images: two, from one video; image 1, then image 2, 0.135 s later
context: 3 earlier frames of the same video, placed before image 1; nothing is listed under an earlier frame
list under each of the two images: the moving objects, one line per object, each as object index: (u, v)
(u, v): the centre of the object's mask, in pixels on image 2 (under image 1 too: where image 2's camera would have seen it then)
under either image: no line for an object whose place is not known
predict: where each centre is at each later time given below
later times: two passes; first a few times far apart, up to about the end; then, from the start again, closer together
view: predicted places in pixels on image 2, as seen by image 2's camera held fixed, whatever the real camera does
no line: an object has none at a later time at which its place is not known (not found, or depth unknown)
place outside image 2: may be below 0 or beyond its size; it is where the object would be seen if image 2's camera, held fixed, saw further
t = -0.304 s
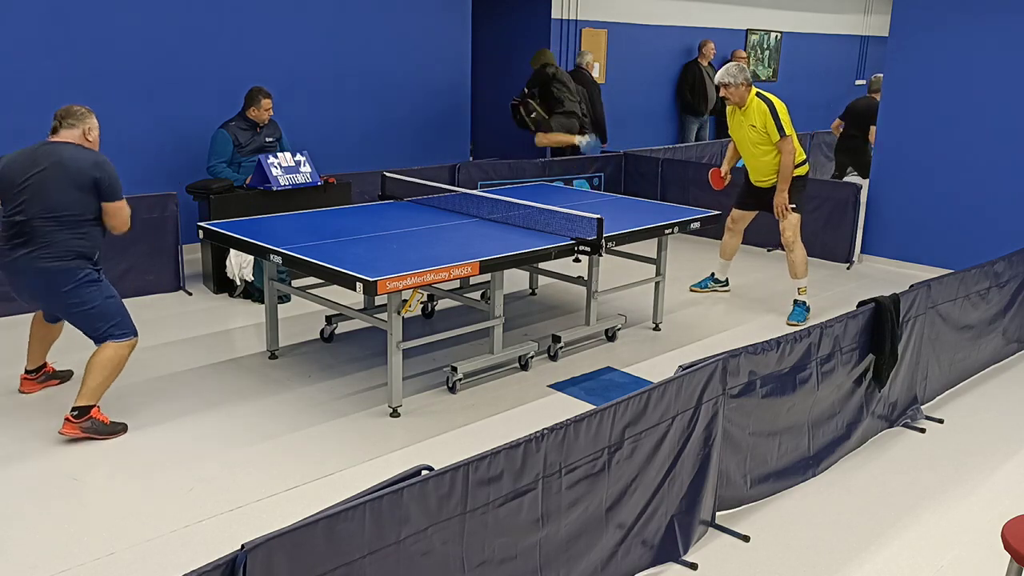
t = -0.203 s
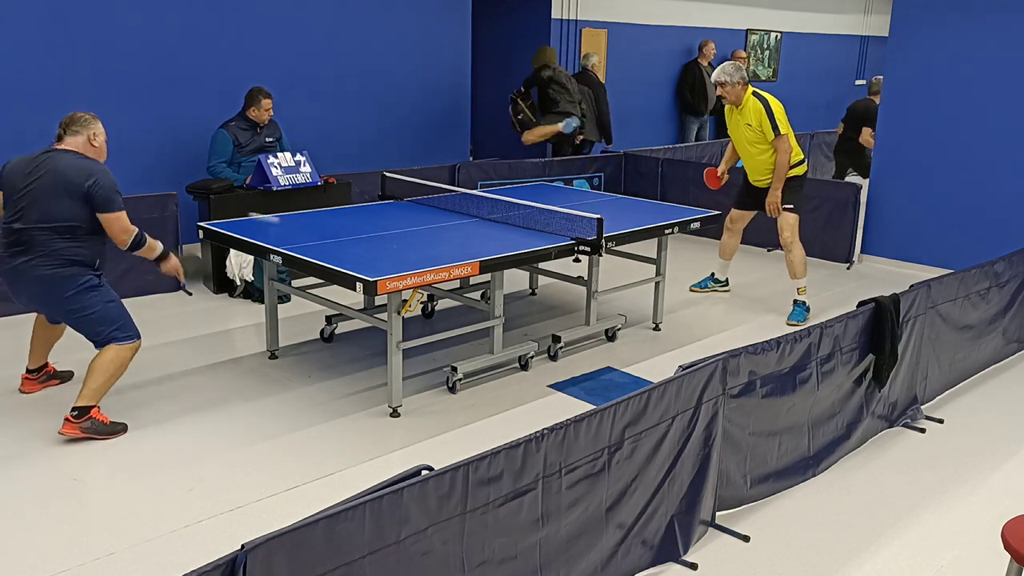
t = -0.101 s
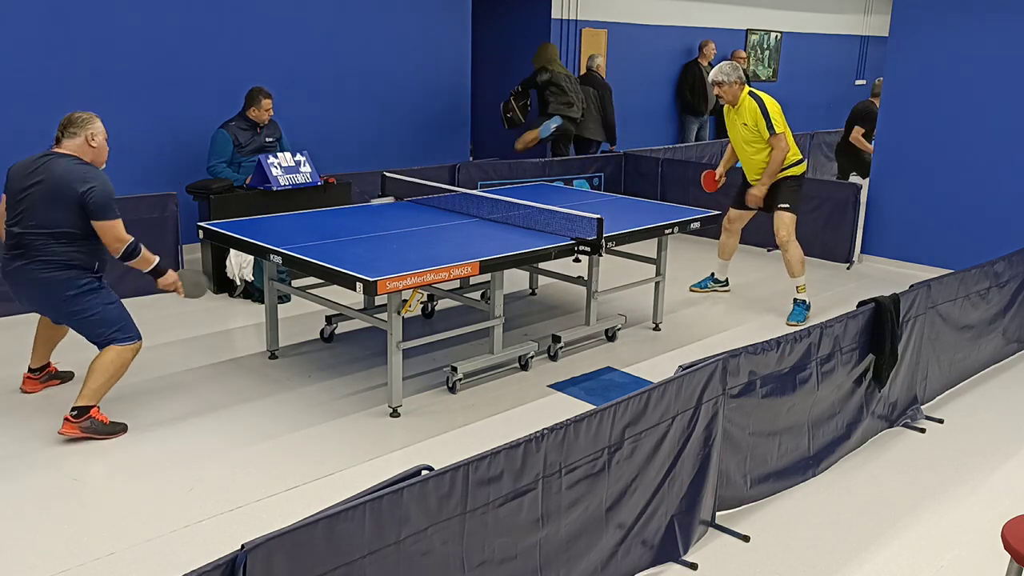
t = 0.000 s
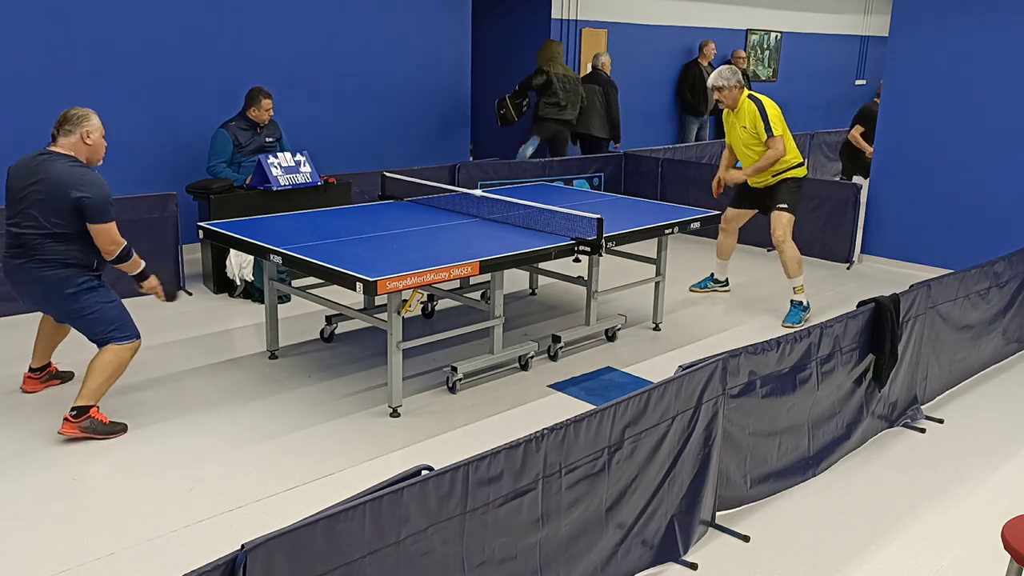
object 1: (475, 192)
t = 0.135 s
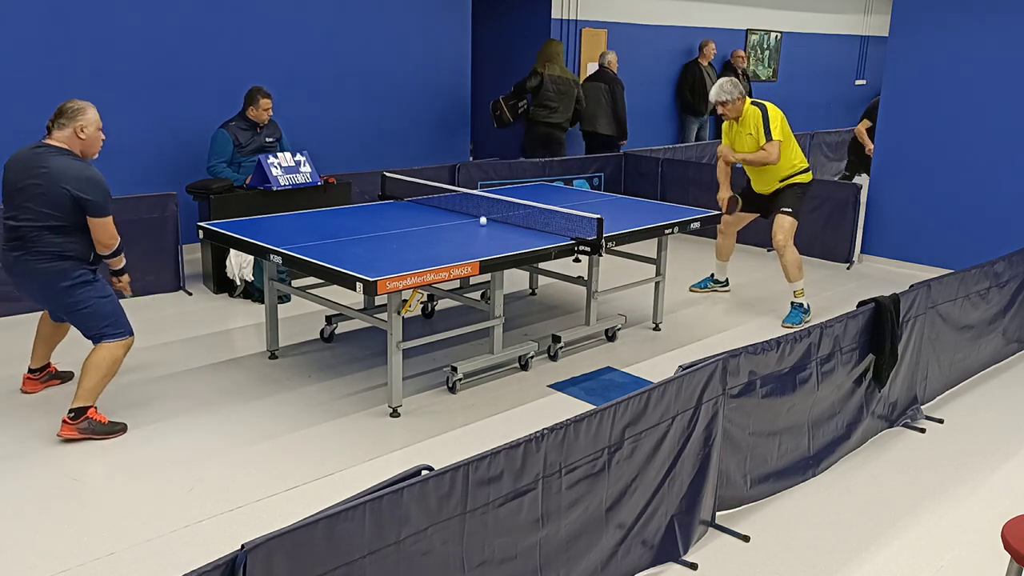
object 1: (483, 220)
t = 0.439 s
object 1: (475, 227)
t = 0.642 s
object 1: (463, 217)
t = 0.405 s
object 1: (478, 217)
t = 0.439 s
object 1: (475, 227)
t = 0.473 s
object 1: (472, 230)
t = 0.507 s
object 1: (471, 223)
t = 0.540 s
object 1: (469, 218)
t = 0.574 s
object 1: (467, 216)
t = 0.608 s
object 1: (464, 216)
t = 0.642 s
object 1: (463, 217)
